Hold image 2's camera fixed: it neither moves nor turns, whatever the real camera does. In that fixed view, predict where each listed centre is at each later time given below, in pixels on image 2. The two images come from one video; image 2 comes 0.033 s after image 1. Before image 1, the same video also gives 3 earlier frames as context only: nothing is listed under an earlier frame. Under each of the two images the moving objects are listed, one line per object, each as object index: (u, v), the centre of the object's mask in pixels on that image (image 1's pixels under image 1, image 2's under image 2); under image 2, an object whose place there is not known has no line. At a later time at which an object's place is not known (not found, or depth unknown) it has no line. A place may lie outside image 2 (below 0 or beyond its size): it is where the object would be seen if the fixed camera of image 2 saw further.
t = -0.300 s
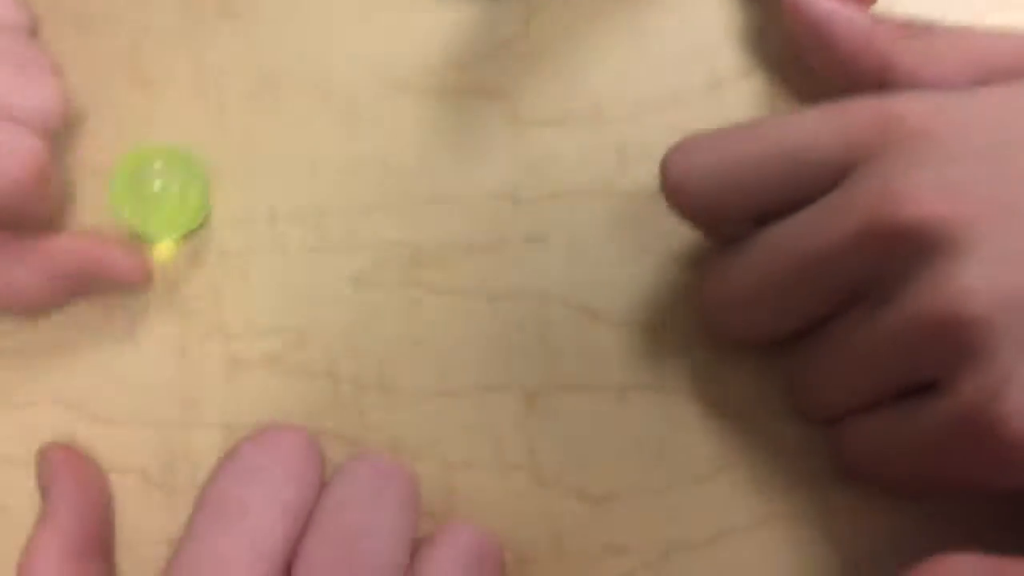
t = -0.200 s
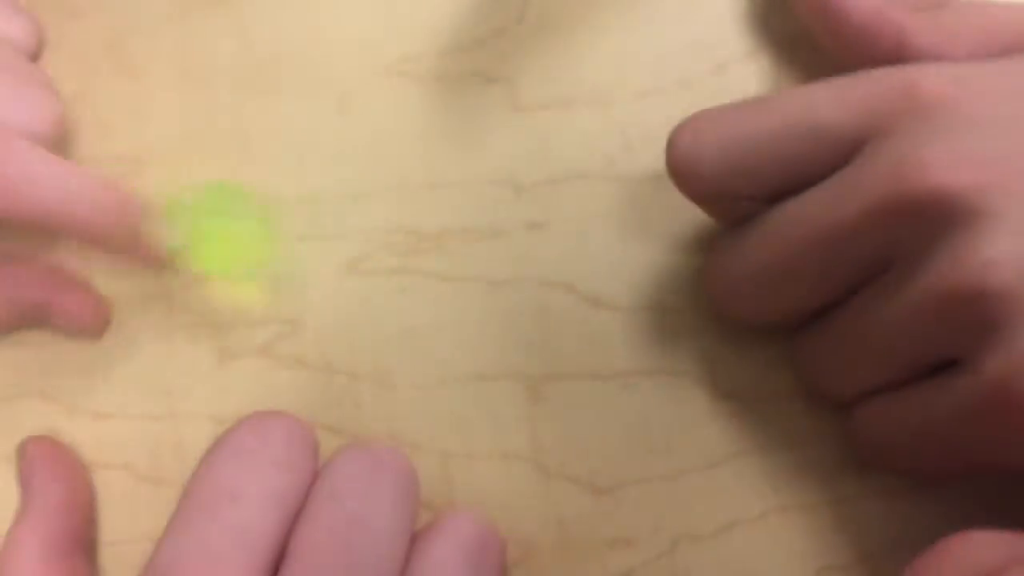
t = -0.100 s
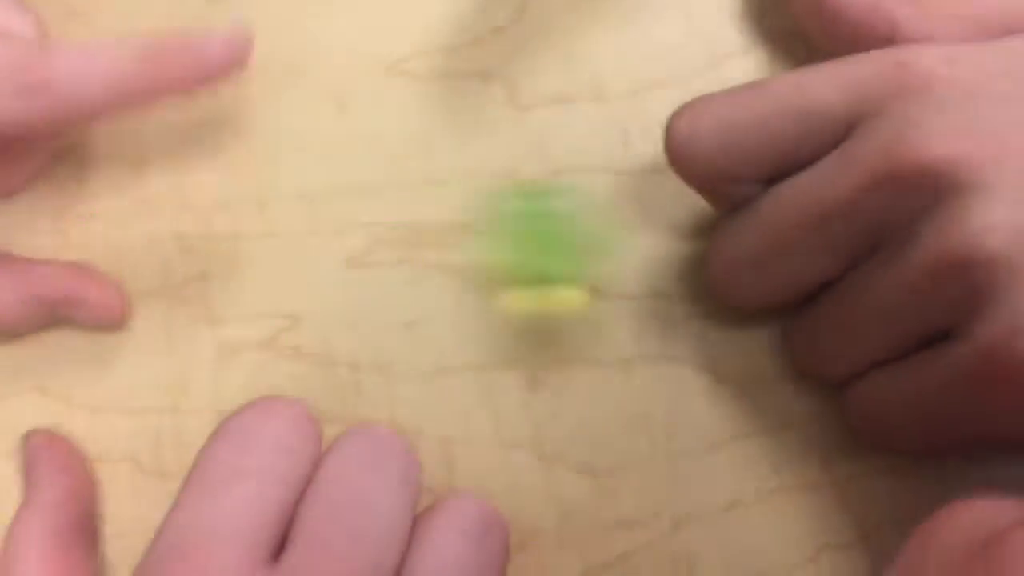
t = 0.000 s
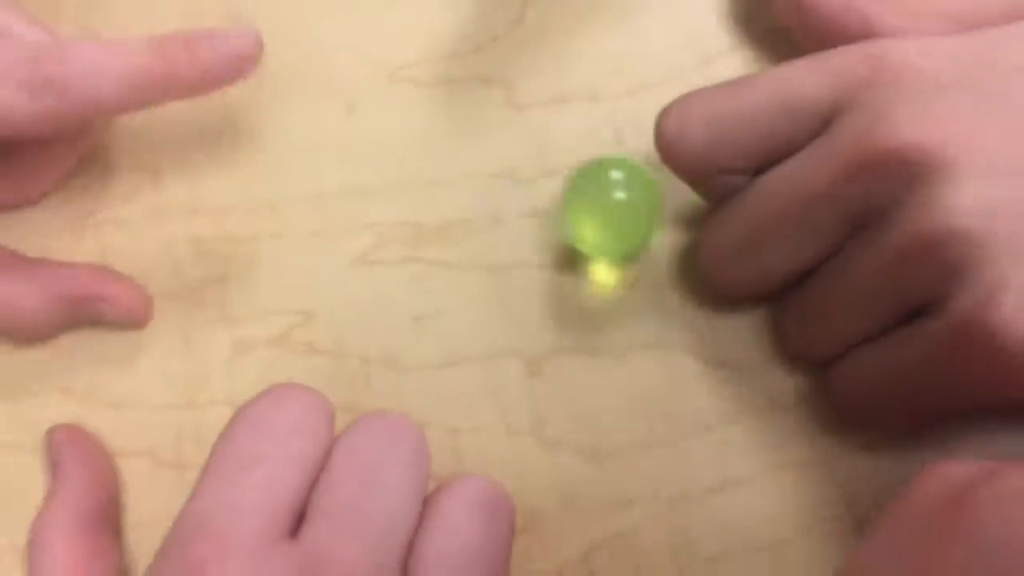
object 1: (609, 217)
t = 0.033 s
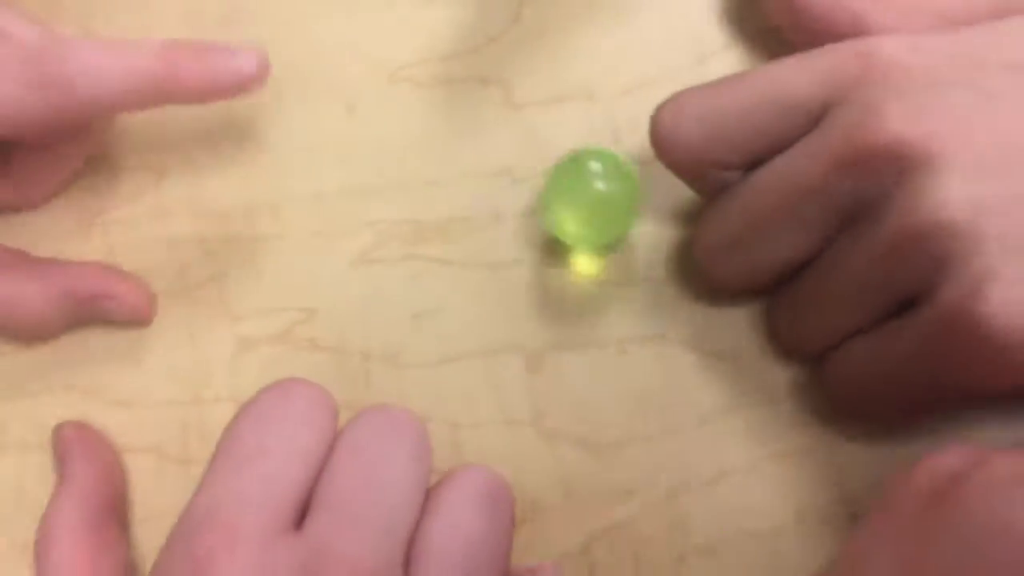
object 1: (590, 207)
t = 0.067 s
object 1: (574, 201)
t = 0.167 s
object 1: (529, 177)
